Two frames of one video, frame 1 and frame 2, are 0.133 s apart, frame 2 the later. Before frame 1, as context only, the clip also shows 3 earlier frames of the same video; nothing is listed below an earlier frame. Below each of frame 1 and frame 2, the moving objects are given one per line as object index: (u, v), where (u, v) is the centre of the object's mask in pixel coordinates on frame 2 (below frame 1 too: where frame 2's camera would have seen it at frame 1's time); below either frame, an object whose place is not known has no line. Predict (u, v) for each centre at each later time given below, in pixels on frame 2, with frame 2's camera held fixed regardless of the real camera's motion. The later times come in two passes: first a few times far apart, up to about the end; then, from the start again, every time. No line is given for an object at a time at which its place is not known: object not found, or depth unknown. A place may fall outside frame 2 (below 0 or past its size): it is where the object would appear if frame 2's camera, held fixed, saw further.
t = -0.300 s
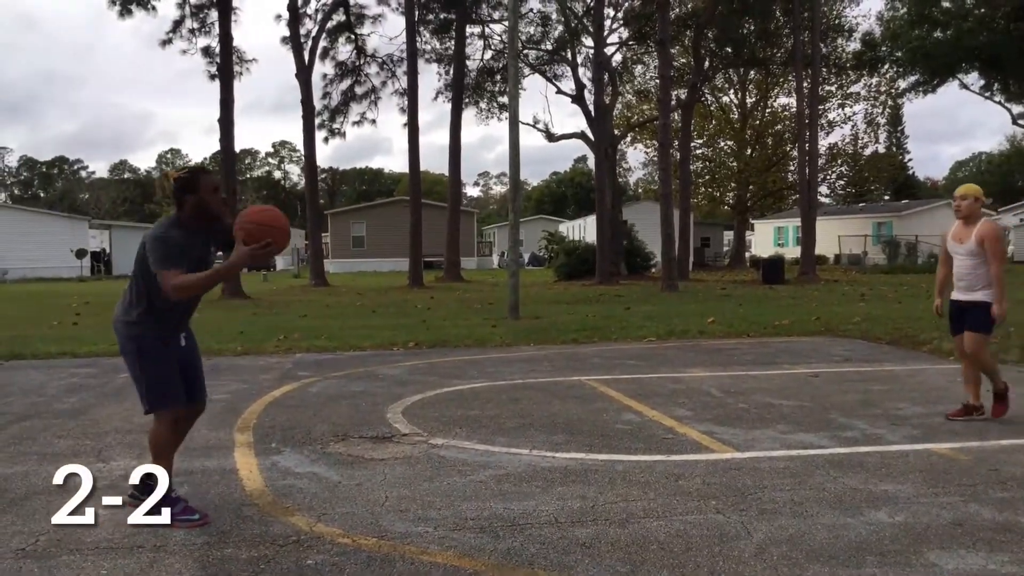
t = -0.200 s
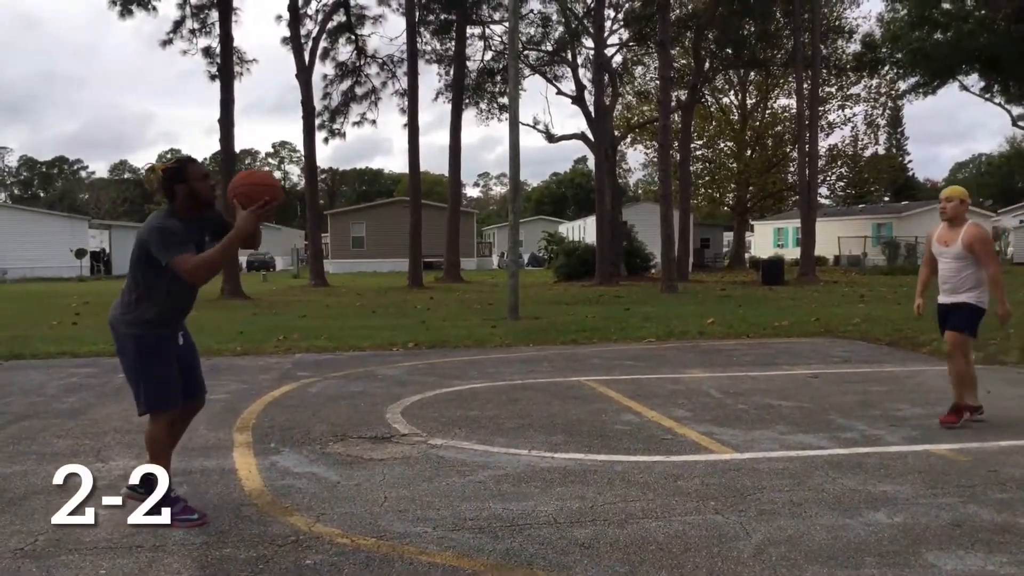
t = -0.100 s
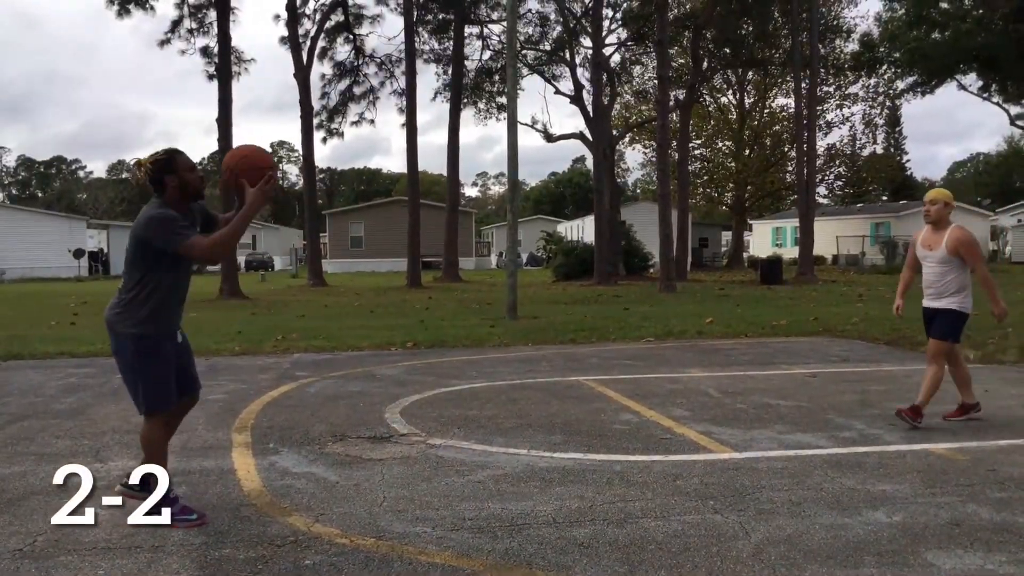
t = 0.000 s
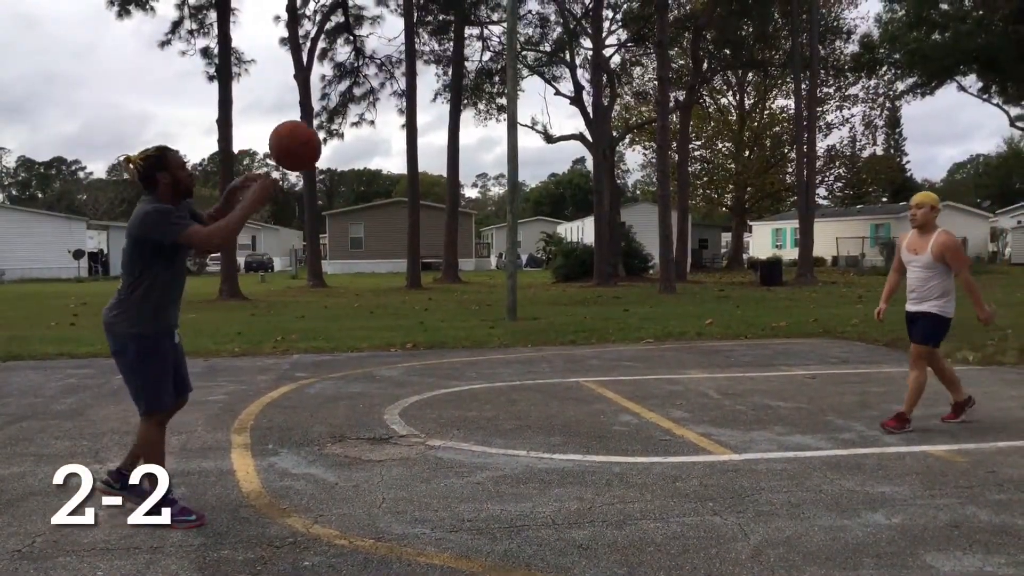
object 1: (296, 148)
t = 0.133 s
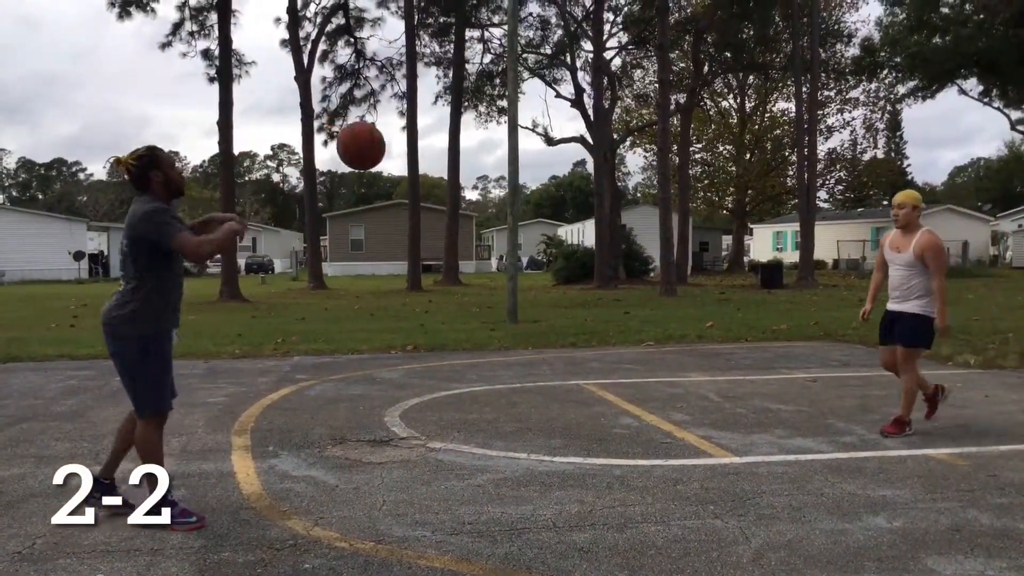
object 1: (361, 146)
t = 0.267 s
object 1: (420, 176)
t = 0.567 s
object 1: (534, 350)
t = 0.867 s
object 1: (592, 327)
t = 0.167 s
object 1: (376, 151)
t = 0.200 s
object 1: (390, 157)
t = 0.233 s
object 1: (406, 166)
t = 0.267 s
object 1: (420, 176)
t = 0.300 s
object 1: (433, 190)
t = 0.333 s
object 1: (447, 203)
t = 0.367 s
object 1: (461, 219)
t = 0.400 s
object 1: (473, 238)
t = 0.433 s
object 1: (485, 258)
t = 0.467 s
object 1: (498, 279)
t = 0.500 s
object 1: (510, 301)
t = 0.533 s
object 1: (522, 325)
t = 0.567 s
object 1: (534, 350)
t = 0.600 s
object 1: (545, 376)
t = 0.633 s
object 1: (557, 405)
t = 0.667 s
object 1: (568, 434)
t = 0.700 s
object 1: (572, 423)
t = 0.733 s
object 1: (576, 400)
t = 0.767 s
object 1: (581, 379)
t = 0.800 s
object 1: (584, 360)
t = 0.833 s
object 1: (588, 342)
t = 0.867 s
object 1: (592, 327)
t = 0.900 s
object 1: (597, 313)
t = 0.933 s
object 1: (602, 301)
